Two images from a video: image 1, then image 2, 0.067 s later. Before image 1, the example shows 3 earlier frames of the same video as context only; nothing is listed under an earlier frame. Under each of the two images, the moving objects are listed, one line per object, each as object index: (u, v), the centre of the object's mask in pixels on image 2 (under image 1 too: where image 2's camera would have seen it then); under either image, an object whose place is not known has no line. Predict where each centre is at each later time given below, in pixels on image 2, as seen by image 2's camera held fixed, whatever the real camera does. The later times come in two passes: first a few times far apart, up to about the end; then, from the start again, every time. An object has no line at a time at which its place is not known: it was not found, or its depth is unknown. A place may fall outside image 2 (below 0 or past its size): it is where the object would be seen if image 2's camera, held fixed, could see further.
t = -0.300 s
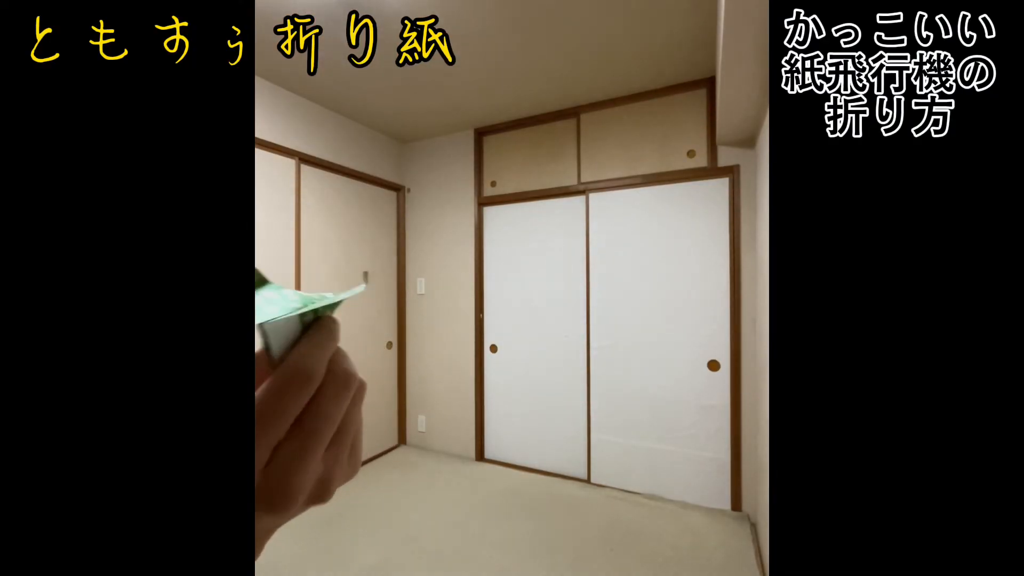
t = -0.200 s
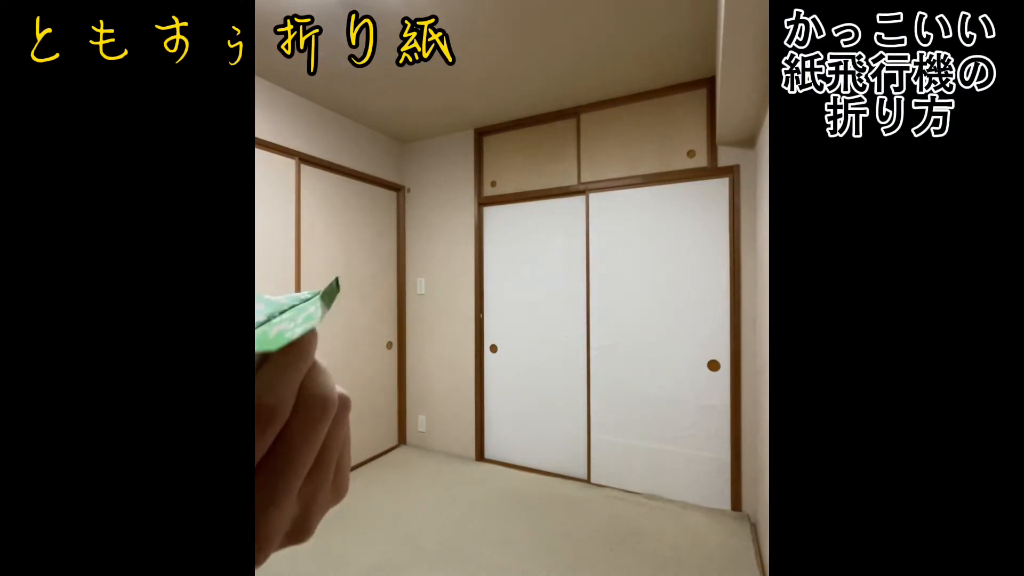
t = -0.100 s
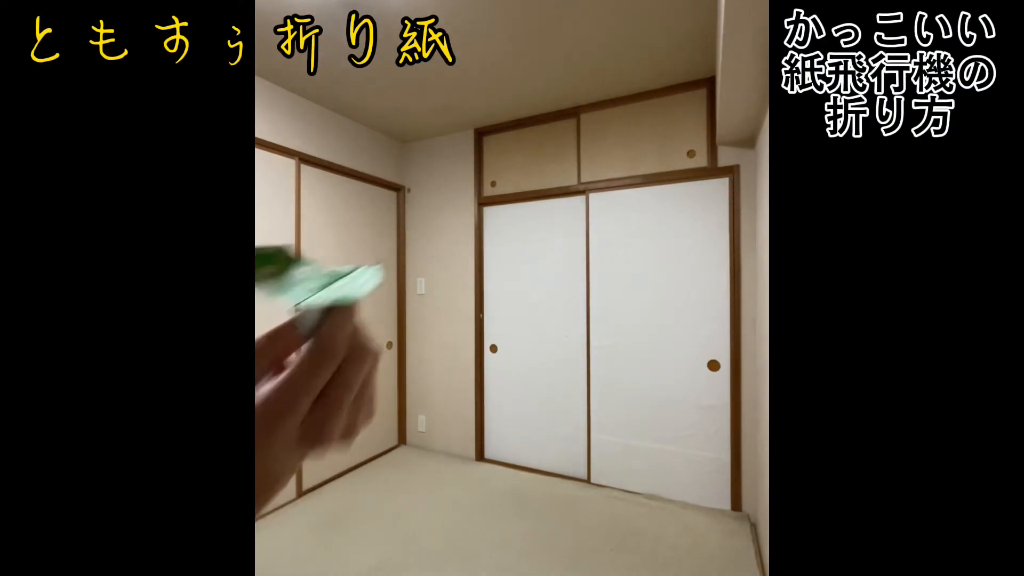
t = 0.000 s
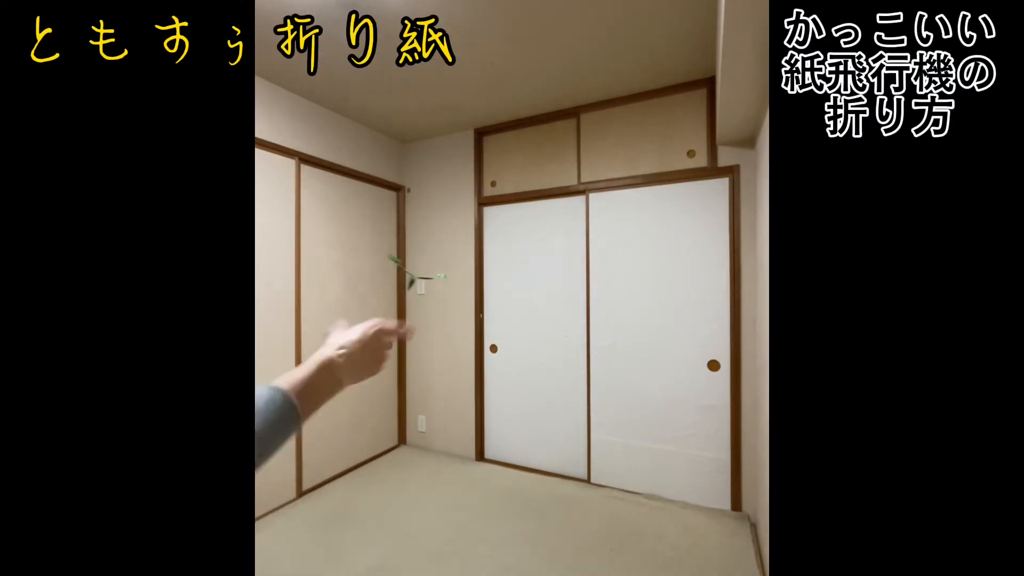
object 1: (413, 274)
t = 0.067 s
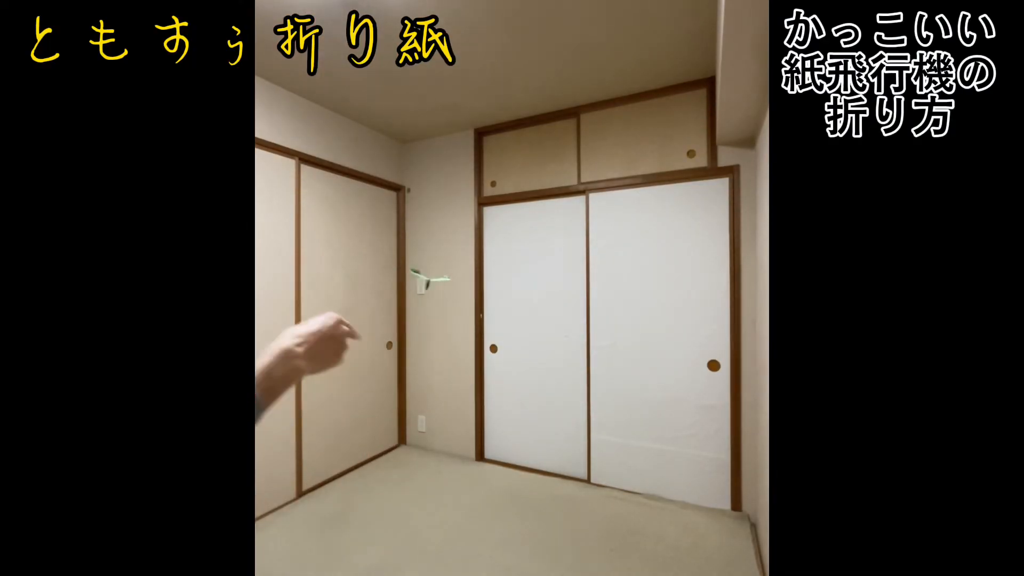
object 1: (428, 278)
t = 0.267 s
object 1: (440, 247)
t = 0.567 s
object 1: (414, 231)
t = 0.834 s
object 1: (387, 268)
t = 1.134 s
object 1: (356, 358)
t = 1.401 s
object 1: (361, 435)
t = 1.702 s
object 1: (367, 463)
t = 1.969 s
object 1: (367, 463)
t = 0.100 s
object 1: (433, 276)
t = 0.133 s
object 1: (437, 272)
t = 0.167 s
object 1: (440, 266)
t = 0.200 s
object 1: (441, 260)
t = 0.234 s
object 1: (441, 253)
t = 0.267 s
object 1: (440, 247)
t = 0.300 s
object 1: (438, 242)
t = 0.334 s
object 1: (436, 237)
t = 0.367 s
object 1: (433, 233)
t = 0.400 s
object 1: (430, 230)
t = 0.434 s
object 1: (427, 228)
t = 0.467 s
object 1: (424, 227)
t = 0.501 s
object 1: (421, 227)
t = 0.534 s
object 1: (417, 228)
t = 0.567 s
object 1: (414, 231)
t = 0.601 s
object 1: (410, 233)
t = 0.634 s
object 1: (408, 237)
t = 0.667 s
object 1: (402, 239)
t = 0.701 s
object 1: (401, 244)
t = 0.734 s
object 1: (400, 248)
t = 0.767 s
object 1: (397, 253)
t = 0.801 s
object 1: (393, 259)
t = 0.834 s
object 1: (387, 268)
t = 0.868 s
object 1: (385, 275)
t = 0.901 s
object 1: (382, 284)
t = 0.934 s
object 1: (378, 294)
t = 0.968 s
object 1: (375, 305)
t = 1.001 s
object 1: (370, 317)
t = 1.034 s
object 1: (366, 327)
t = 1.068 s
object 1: (360, 339)
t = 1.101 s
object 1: (356, 350)
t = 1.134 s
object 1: (356, 358)
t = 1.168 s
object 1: (357, 366)
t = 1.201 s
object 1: (357, 374)
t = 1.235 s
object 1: (358, 383)
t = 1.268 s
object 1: (358, 392)
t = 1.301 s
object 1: (359, 402)
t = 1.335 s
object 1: (360, 414)
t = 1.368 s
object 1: (360, 424)
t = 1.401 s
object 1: (361, 435)
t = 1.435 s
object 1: (361, 447)
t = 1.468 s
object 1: (362, 458)
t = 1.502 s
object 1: (362, 458)
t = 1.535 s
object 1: (364, 460)
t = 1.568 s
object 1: (364, 462)
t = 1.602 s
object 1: (366, 462)
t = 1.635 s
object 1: (366, 463)
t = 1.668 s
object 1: (367, 463)
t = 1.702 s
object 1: (367, 463)
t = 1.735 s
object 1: (367, 463)
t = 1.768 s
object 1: (367, 463)
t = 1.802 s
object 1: (367, 463)
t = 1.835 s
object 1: (367, 463)
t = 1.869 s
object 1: (367, 463)
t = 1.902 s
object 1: (367, 463)
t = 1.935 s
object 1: (367, 463)
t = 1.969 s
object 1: (367, 463)
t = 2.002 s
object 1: (367, 463)
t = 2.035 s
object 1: (367, 463)
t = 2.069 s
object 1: (366, 463)
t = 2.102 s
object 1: (366, 463)
